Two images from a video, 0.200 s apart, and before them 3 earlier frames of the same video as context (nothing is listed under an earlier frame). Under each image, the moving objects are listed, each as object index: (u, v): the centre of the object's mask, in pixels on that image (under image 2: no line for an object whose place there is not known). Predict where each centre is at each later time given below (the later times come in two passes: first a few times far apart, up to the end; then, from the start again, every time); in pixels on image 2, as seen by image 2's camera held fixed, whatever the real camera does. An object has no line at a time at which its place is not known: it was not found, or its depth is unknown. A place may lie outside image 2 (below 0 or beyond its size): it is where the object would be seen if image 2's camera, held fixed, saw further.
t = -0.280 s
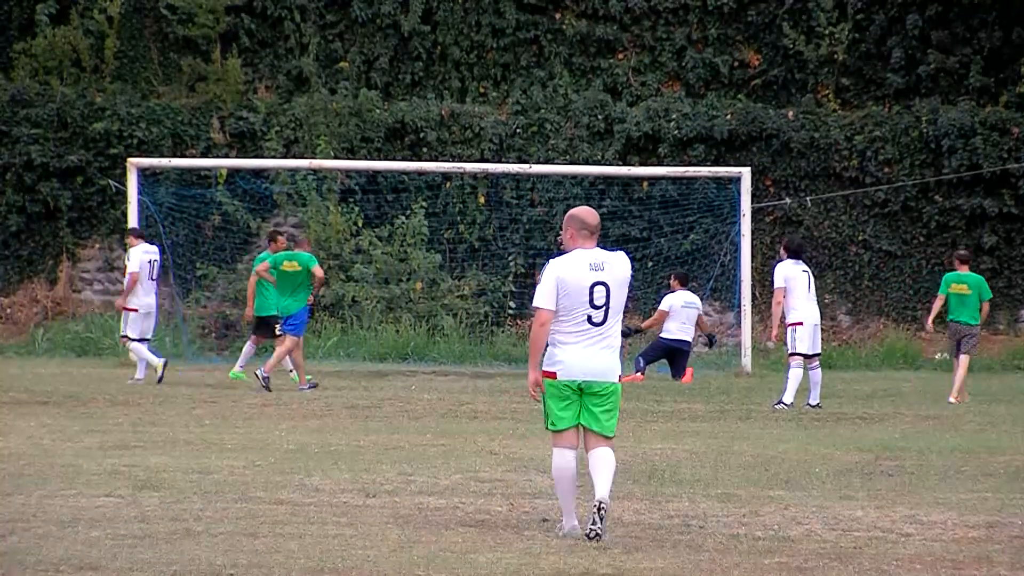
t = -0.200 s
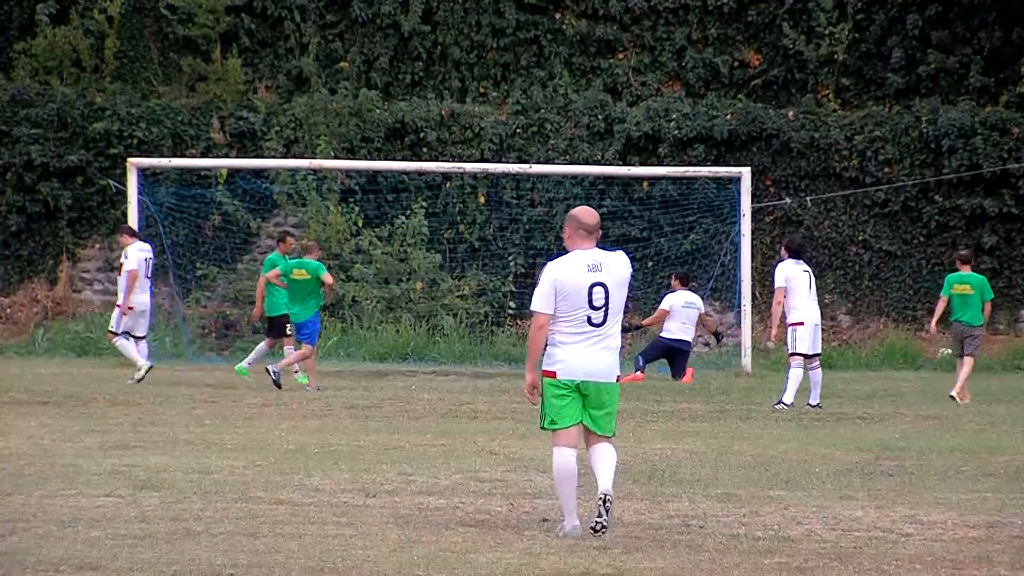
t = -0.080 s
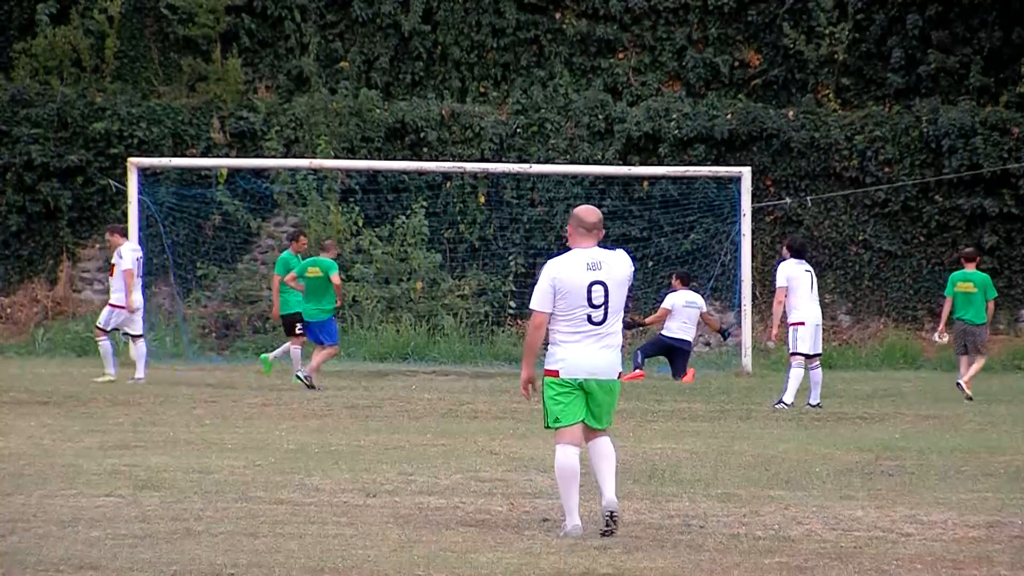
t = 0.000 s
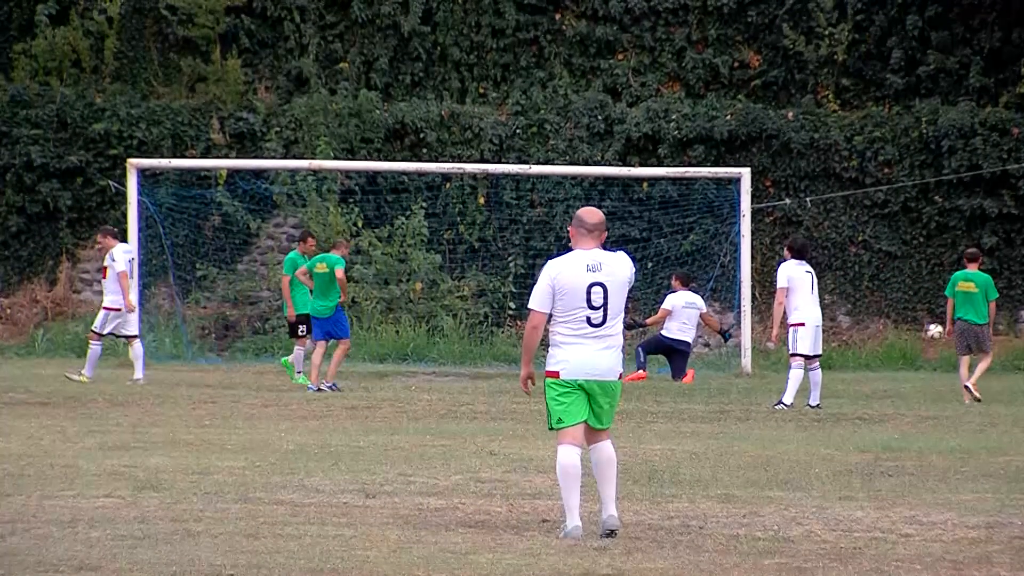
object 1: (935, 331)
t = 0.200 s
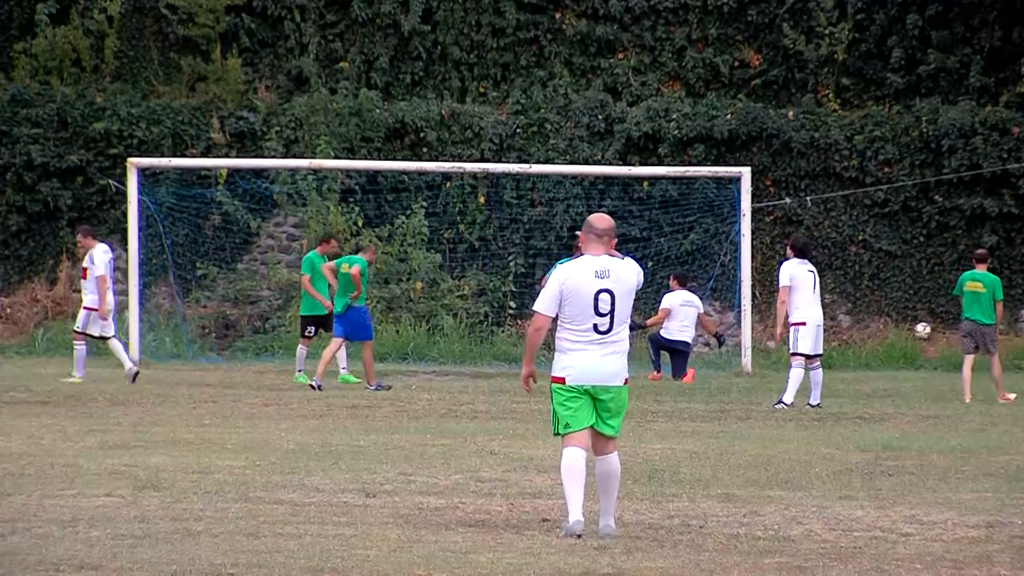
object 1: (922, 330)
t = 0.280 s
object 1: (920, 321)
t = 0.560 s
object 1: (912, 316)
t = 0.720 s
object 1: (910, 324)
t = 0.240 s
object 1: (921, 325)
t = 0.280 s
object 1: (920, 321)
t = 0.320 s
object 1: (919, 316)
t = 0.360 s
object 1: (918, 313)
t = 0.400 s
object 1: (917, 312)
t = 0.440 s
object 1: (915, 311)
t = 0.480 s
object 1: (915, 312)
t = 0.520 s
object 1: (913, 313)
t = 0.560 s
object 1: (912, 316)
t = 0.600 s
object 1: (911, 319)
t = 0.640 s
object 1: (911, 323)
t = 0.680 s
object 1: (910, 325)
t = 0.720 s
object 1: (910, 324)
